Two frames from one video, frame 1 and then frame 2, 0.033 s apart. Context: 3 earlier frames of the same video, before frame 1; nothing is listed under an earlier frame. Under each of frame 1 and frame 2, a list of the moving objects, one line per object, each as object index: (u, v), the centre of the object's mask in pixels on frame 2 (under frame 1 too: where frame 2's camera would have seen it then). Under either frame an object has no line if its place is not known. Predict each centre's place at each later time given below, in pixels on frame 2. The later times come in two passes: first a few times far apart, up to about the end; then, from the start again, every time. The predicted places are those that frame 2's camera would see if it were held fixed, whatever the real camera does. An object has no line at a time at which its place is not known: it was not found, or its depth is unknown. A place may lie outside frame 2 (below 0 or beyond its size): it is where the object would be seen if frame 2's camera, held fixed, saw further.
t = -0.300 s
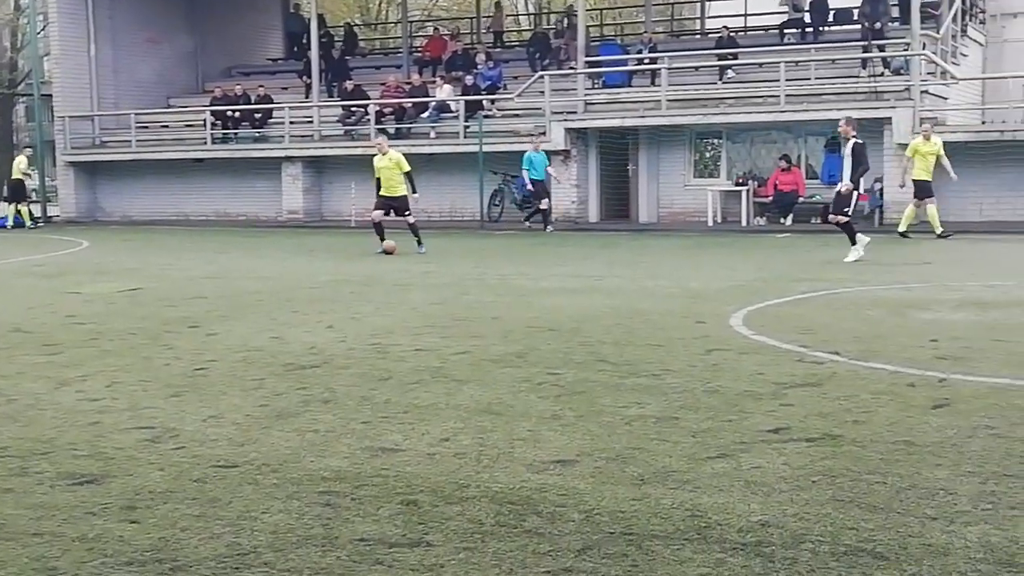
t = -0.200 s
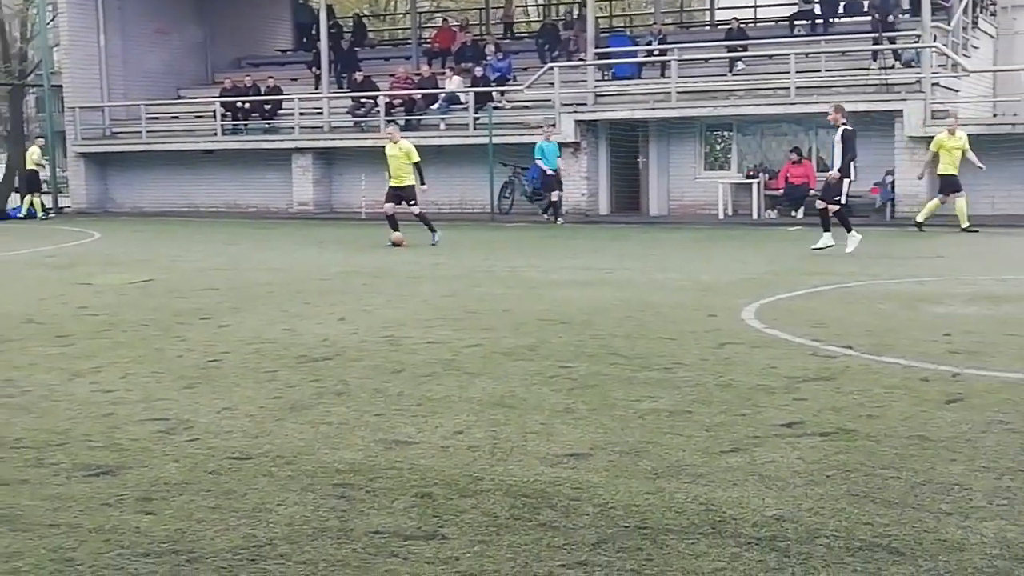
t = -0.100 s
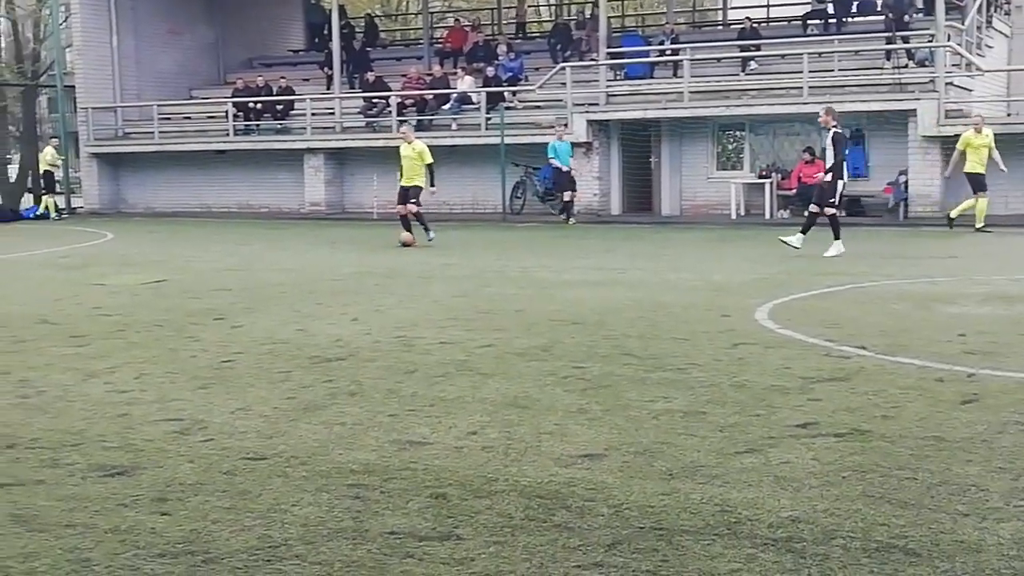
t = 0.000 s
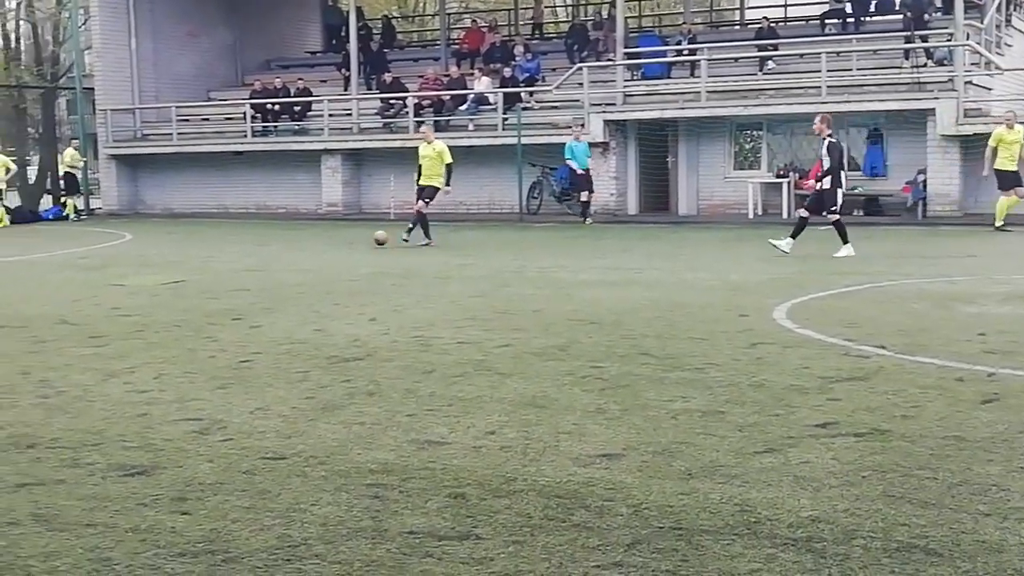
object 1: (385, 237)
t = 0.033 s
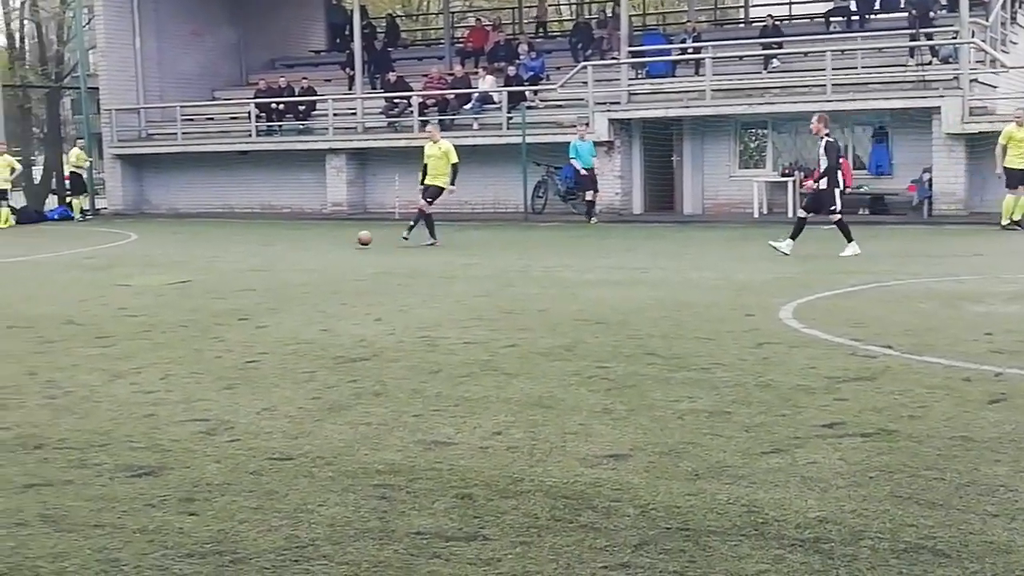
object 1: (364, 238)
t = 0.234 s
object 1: (243, 244)
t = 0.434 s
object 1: (136, 249)
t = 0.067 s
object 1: (343, 239)
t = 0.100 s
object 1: (321, 241)
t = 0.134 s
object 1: (300, 243)
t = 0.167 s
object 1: (281, 243)
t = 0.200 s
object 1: (262, 243)
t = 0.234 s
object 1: (243, 244)
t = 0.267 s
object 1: (223, 246)
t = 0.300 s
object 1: (205, 247)
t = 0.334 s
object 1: (187, 248)
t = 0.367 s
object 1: (169, 249)
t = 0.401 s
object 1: (152, 248)
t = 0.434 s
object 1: (136, 249)
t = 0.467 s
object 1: (120, 249)
